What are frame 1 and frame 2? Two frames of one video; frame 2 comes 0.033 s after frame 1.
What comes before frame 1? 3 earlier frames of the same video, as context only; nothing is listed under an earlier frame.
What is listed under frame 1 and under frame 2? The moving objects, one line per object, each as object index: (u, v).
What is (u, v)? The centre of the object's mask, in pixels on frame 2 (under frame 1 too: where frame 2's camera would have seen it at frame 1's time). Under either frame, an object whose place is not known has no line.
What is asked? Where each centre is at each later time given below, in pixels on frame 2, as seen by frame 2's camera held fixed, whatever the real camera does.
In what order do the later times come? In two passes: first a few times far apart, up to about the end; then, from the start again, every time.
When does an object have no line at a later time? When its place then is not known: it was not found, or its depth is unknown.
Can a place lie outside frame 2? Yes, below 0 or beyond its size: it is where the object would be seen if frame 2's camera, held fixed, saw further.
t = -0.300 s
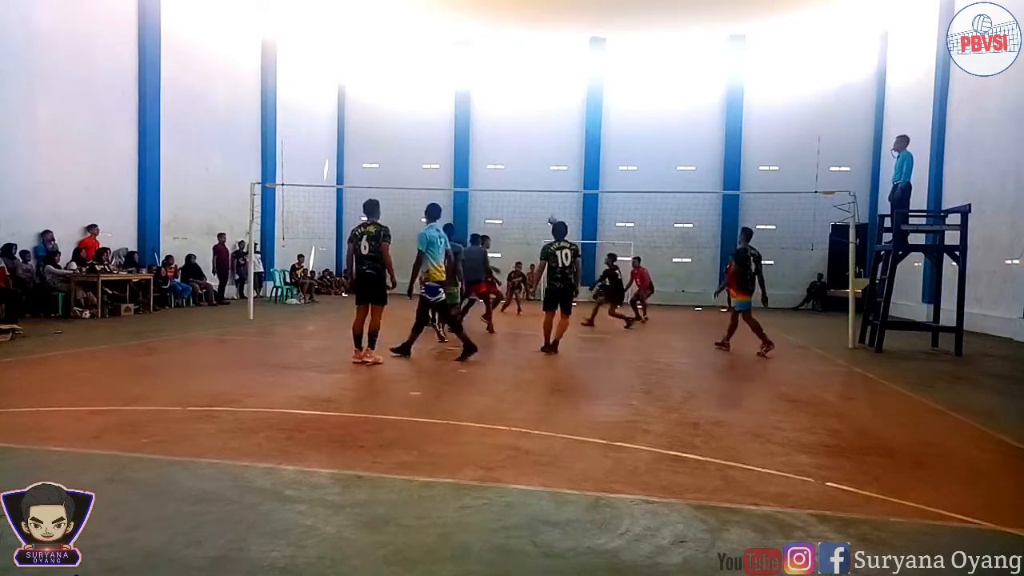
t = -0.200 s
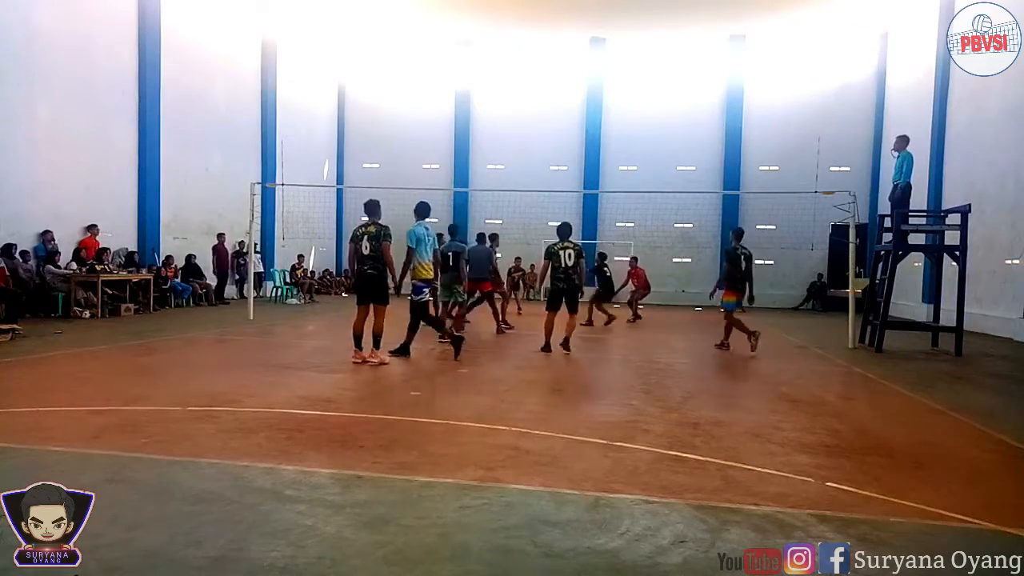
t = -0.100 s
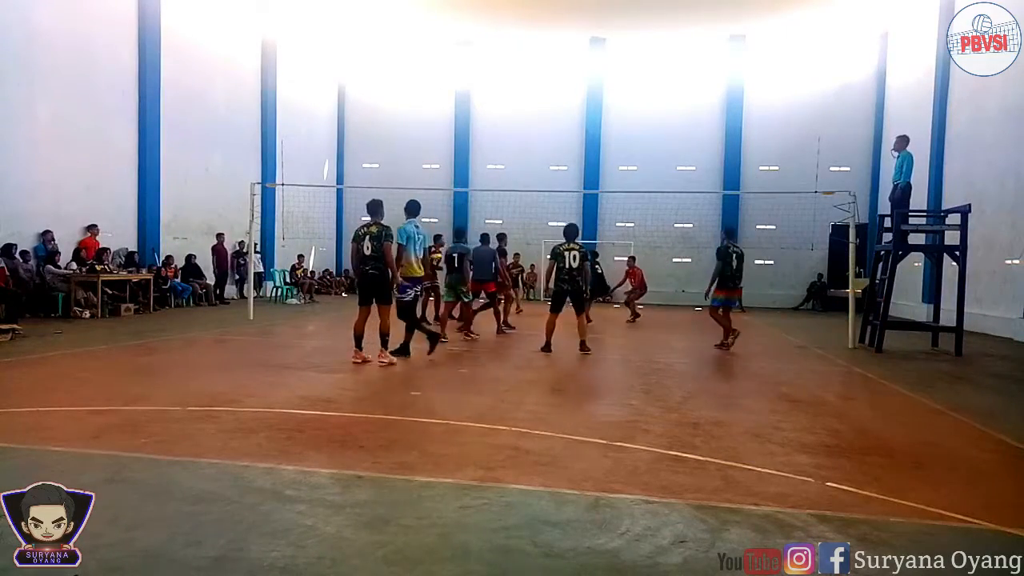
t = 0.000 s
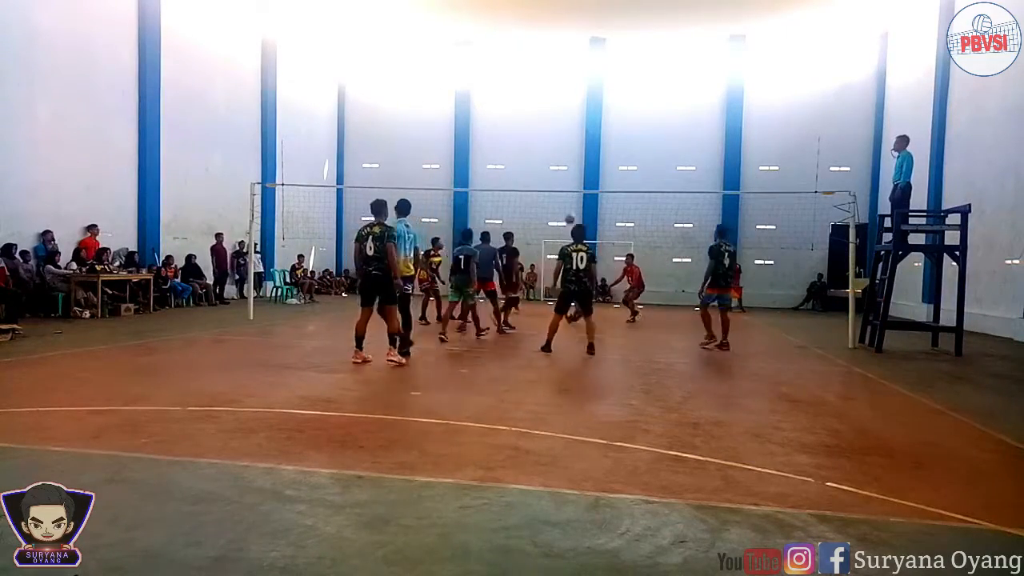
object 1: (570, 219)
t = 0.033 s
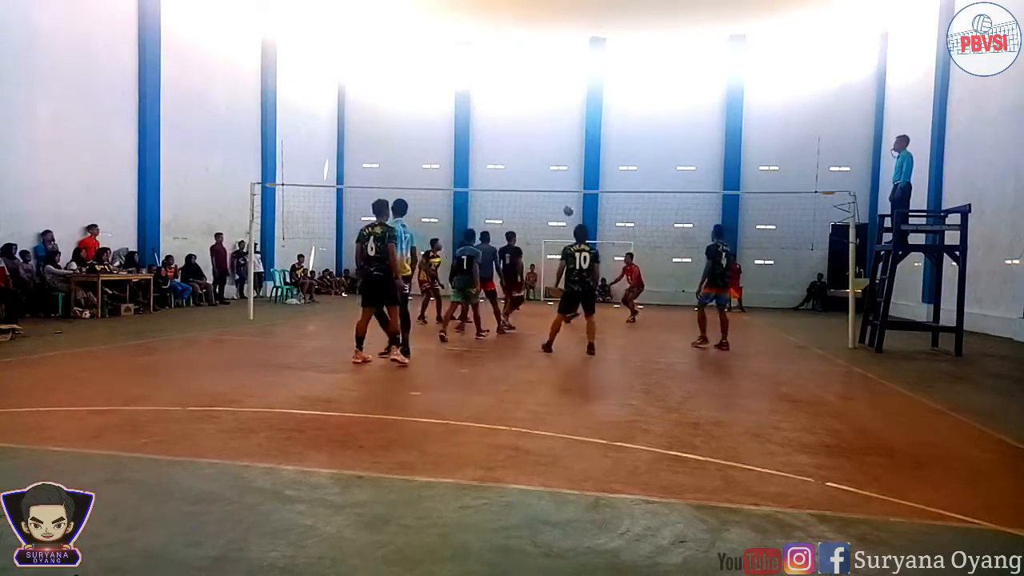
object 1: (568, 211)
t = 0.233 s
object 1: (558, 174)
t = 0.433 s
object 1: (548, 155)
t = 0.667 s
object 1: (535, 160)
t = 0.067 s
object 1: (566, 203)
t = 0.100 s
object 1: (565, 197)
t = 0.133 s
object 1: (564, 190)
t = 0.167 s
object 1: (562, 184)
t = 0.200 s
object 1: (560, 178)
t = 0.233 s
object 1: (558, 174)
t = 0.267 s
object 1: (557, 169)
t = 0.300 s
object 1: (554, 165)
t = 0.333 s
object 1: (553, 162)
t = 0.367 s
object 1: (551, 159)
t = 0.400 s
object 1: (549, 157)
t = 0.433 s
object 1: (548, 155)
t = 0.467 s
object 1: (546, 154)
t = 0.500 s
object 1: (544, 153)
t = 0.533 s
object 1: (542, 153)
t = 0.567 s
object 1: (541, 154)
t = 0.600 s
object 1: (539, 156)
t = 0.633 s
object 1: (537, 157)
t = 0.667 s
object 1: (535, 160)
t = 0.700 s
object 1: (533, 162)
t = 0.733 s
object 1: (531, 166)
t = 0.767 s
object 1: (529, 170)
